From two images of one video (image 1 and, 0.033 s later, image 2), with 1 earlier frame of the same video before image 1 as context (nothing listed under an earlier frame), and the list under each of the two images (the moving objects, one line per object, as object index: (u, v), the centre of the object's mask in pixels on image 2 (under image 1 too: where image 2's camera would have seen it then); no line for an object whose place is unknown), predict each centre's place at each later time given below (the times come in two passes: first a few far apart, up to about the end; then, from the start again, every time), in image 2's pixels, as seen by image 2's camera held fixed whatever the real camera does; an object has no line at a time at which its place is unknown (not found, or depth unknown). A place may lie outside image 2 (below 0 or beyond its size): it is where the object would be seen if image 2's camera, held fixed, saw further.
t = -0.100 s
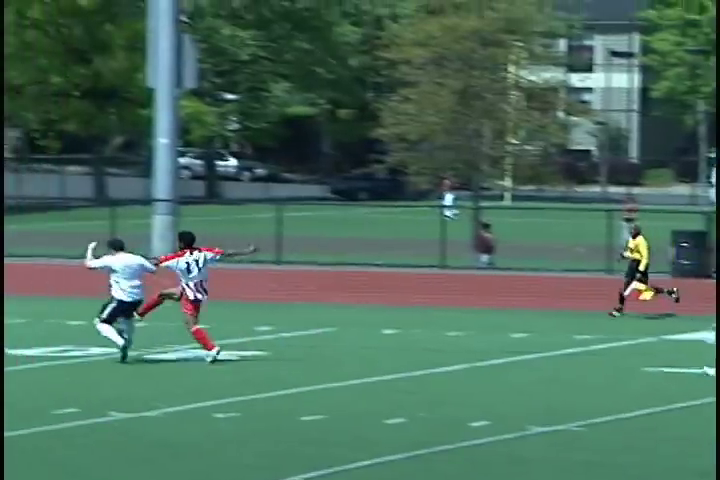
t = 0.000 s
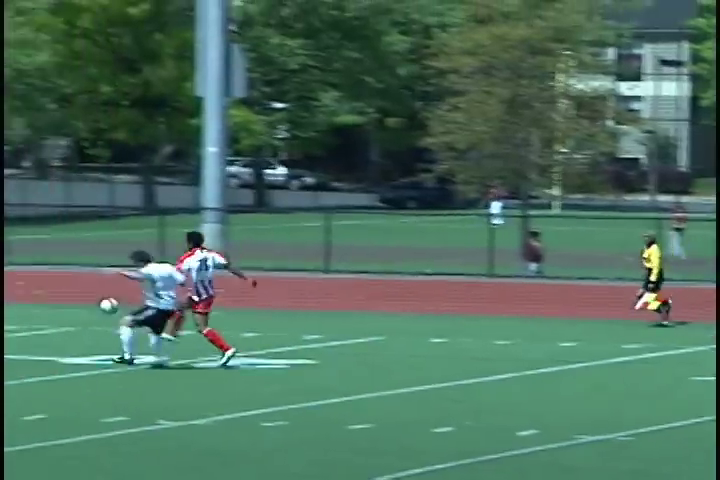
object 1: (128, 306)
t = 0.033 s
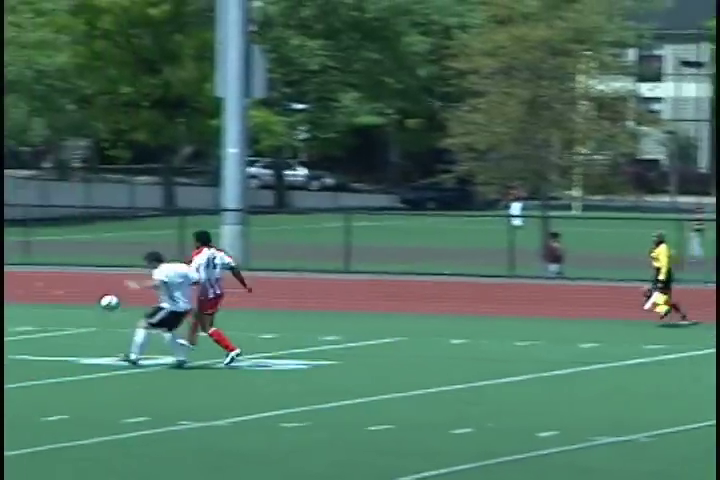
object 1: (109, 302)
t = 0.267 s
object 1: (-31, 297)
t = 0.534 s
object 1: (-191, 340)
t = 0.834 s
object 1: (-327, 319)
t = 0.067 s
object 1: (89, 299)
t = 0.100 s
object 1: (68, 296)
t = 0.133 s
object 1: (48, 295)
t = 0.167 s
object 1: (29, 295)
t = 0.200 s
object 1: (9, 295)
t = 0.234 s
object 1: (-11, 295)
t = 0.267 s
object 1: (-31, 297)
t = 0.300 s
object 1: (-50, 299)
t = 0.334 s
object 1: (-70, 303)
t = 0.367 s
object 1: (-91, 307)
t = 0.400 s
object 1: (-111, 312)
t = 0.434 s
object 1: (-132, 318)
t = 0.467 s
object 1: (-153, 324)
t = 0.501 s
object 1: (-172, 332)
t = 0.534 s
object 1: (-191, 340)
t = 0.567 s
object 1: (-209, 349)
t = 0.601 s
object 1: (-227, 352)
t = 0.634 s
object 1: (-242, 345)
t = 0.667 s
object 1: (-255, 339)
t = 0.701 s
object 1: (-270, 333)
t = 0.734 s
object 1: (-283, 328)
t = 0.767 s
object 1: (-299, 324)
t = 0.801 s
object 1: (-314, 321)
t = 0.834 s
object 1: (-327, 319)
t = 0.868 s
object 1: (-340, 317)
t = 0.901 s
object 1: (-356, 316)
